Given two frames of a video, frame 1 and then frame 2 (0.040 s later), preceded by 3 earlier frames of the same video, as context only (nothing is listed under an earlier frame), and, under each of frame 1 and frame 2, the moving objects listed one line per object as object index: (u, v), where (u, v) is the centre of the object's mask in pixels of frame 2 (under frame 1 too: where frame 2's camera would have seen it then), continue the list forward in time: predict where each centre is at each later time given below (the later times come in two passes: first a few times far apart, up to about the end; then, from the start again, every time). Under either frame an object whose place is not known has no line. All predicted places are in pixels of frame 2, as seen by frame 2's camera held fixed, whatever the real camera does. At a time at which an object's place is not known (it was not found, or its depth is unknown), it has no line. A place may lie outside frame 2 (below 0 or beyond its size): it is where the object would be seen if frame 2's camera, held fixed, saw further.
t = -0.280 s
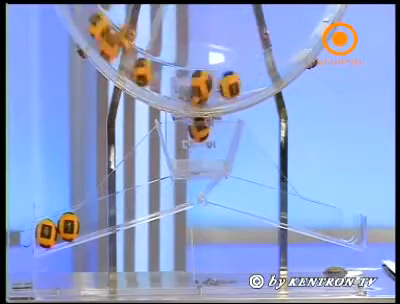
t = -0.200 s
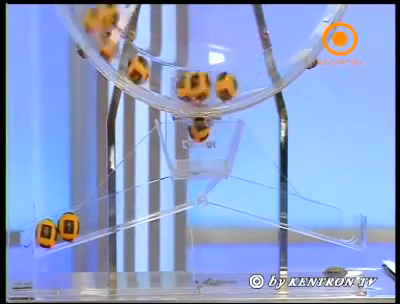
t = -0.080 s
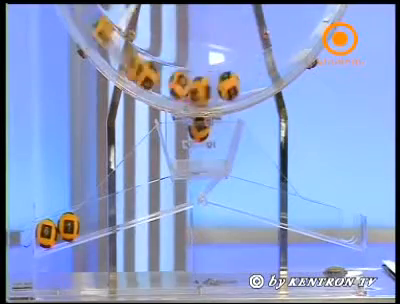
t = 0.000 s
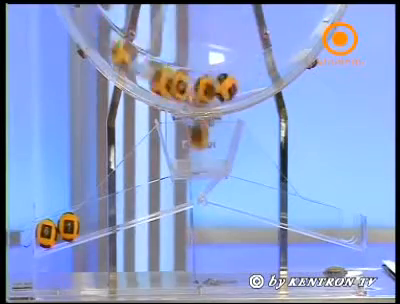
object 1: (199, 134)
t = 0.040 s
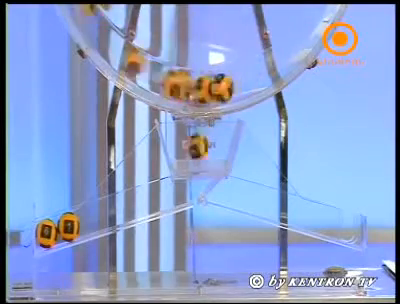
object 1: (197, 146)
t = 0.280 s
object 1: (194, 182)
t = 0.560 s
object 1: (144, 202)
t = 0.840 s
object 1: (100, 215)
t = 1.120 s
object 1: (90, 219)
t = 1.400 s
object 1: (90, 220)
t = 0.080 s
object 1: (196, 143)
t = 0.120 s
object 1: (197, 148)
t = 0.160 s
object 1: (196, 164)
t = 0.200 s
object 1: (196, 179)
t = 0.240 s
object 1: (196, 180)
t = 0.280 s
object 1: (194, 182)
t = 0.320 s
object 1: (191, 185)
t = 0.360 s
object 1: (185, 188)
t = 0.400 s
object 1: (179, 190)
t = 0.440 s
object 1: (173, 193)
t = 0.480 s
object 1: (165, 196)
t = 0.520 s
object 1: (154, 198)
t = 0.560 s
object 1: (144, 202)
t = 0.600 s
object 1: (132, 206)
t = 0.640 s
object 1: (121, 209)
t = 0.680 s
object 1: (106, 212)
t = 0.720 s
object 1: (94, 219)
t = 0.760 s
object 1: (95, 216)
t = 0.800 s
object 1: (99, 214)
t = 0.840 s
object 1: (100, 215)
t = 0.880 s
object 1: (99, 216)
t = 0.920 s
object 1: (95, 216)
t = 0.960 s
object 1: (92, 219)
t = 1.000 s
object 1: (91, 219)
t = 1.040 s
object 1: (91, 219)
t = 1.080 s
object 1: (91, 219)
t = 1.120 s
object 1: (90, 219)
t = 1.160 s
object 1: (91, 219)
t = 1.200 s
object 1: (90, 219)
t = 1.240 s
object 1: (90, 219)
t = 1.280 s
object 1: (90, 219)
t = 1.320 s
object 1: (90, 219)
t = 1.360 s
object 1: (90, 220)
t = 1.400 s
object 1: (90, 220)
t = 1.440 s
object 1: (90, 220)
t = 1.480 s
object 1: (90, 220)
